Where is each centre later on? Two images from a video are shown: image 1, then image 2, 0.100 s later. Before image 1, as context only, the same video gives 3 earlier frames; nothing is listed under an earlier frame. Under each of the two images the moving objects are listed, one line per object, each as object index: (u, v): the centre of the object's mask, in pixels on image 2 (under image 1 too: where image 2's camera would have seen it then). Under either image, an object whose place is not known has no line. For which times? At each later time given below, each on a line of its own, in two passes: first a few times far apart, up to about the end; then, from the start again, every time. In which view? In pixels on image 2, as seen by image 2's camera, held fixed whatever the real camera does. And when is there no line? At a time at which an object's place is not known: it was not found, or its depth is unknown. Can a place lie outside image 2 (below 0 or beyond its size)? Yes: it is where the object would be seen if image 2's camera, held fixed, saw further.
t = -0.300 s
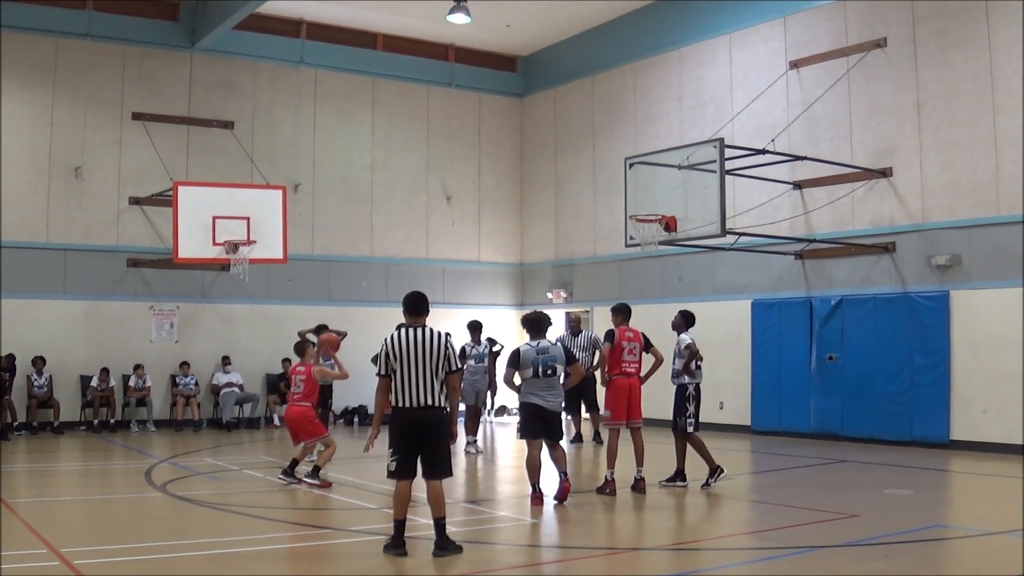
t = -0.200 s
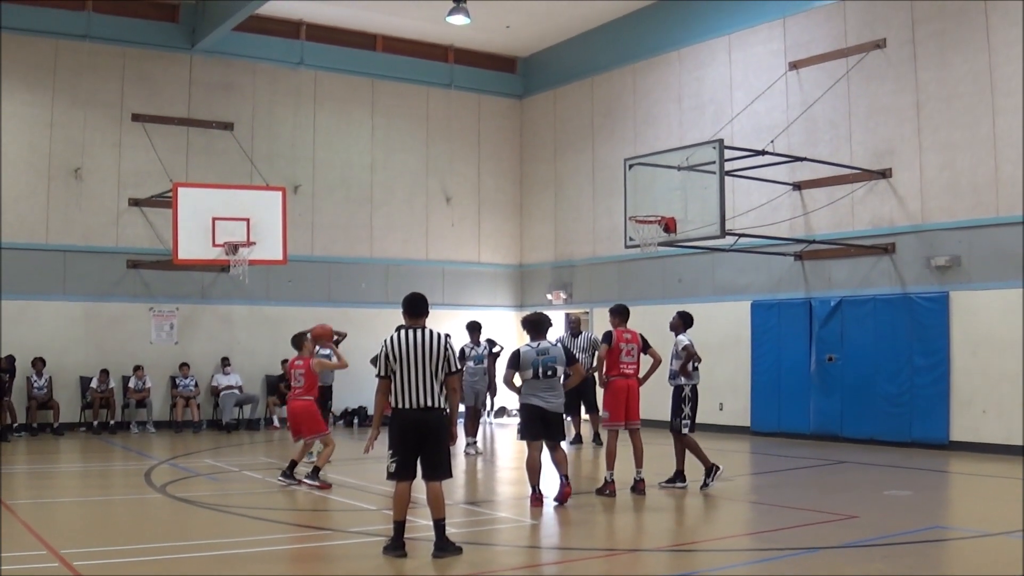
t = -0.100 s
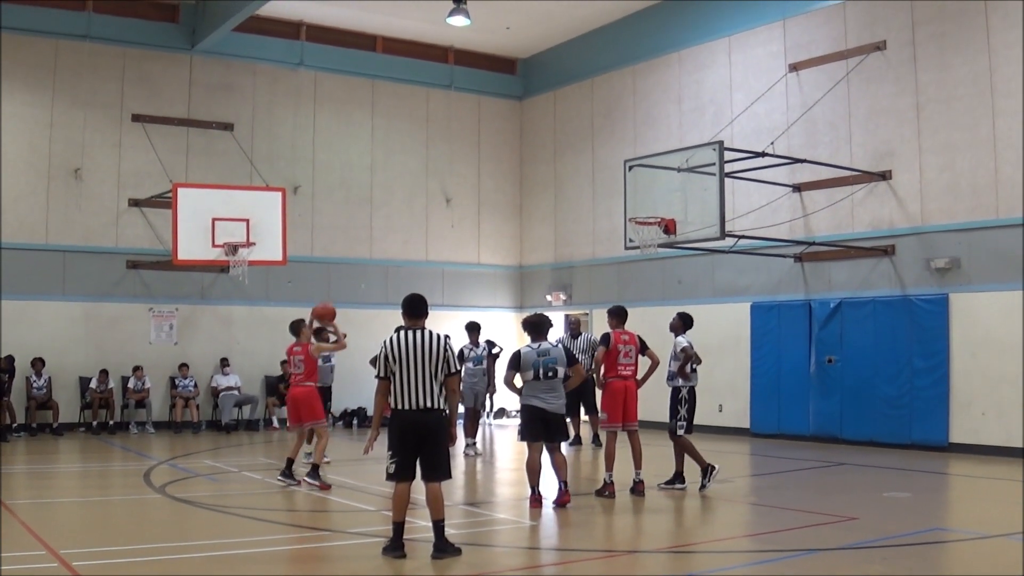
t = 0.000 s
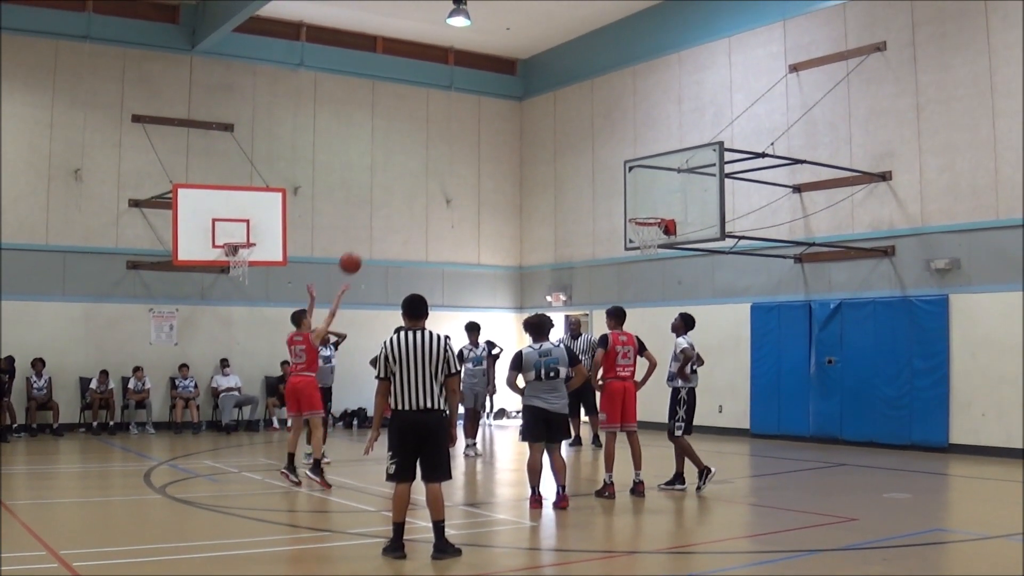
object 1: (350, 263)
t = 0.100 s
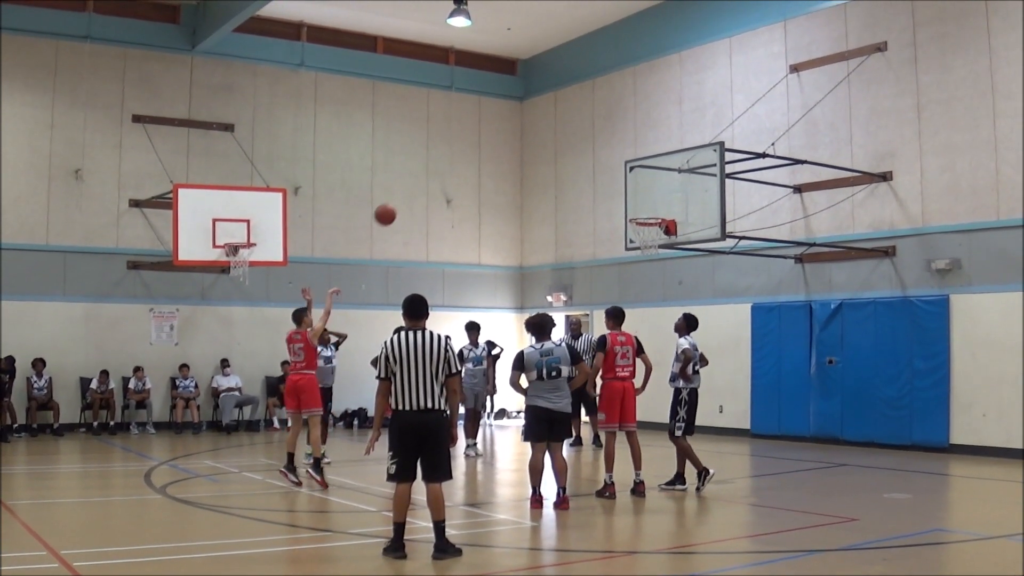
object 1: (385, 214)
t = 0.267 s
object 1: (437, 156)
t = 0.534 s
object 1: (518, 120)
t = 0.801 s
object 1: (591, 143)
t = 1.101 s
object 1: (657, 213)
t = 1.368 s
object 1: (614, 208)
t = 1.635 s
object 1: (570, 248)
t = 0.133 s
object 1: (396, 200)
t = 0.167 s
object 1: (407, 188)
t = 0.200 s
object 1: (417, 176)
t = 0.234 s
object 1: (428, 166)
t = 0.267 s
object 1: (437, 156)
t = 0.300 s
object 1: (449, 148)
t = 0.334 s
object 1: (459, 142)
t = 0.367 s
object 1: (469, 136)
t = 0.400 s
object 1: (479, 131)
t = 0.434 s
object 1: (489, 127)
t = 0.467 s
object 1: (499, 124)
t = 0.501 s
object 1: (509, 121)
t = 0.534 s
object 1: (518, 120)
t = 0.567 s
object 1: (527, 120)
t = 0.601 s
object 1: (537, 121)
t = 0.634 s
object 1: (546, 122)
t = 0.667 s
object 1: (555, 125)
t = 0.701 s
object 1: (564, 128)
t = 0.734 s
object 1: (574, 132)
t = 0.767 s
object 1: (582, 138)
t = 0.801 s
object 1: (591, 143)
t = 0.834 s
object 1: (600, 150)
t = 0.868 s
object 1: (608, 157)
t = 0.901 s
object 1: (617, 166)
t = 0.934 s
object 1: (625, 175)
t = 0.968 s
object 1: (633, 185)
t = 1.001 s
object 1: (642, 195)
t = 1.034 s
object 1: (650, 207)
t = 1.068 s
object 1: (655, 212)
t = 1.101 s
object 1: (657, 213)
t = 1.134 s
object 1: (655, 213)
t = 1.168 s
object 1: (649, 211)
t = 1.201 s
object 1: (643, 208)
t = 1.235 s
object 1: (637, 207)
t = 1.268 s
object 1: (631, 206)
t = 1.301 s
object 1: (626, 206)
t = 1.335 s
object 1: (620, 206)
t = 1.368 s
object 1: (614, 208)
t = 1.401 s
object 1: (608, 210)
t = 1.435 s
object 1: (603, 213)
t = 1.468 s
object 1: (597, 217)
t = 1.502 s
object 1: (592, 222)
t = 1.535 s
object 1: (586, 227)
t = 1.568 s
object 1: (581, 234)
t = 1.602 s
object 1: (575, 241)
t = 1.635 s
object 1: (570, 248)
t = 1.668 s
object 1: (565, 257)
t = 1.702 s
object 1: (559, 267)
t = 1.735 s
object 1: (554, 276)
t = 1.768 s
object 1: (549, 288)
